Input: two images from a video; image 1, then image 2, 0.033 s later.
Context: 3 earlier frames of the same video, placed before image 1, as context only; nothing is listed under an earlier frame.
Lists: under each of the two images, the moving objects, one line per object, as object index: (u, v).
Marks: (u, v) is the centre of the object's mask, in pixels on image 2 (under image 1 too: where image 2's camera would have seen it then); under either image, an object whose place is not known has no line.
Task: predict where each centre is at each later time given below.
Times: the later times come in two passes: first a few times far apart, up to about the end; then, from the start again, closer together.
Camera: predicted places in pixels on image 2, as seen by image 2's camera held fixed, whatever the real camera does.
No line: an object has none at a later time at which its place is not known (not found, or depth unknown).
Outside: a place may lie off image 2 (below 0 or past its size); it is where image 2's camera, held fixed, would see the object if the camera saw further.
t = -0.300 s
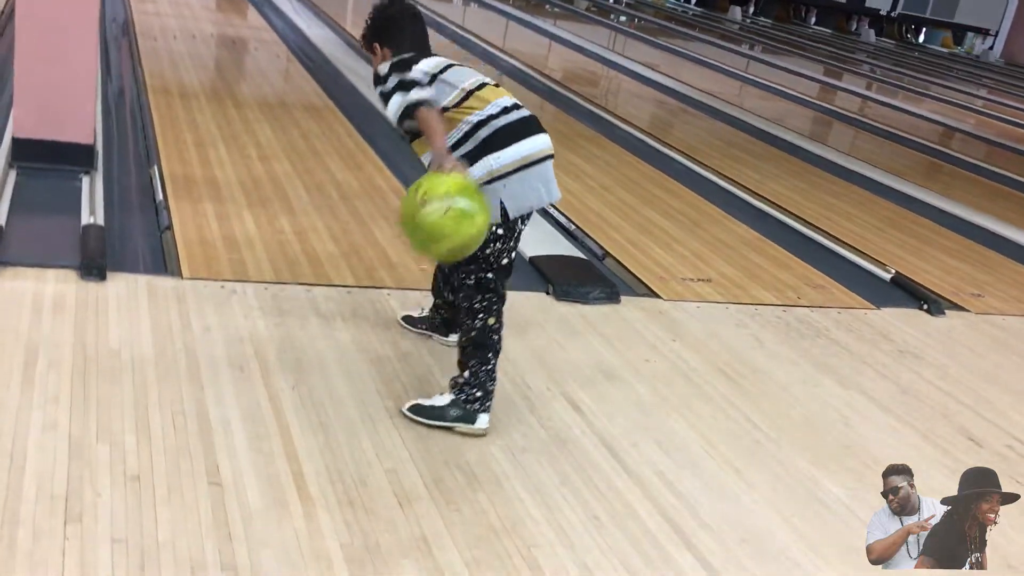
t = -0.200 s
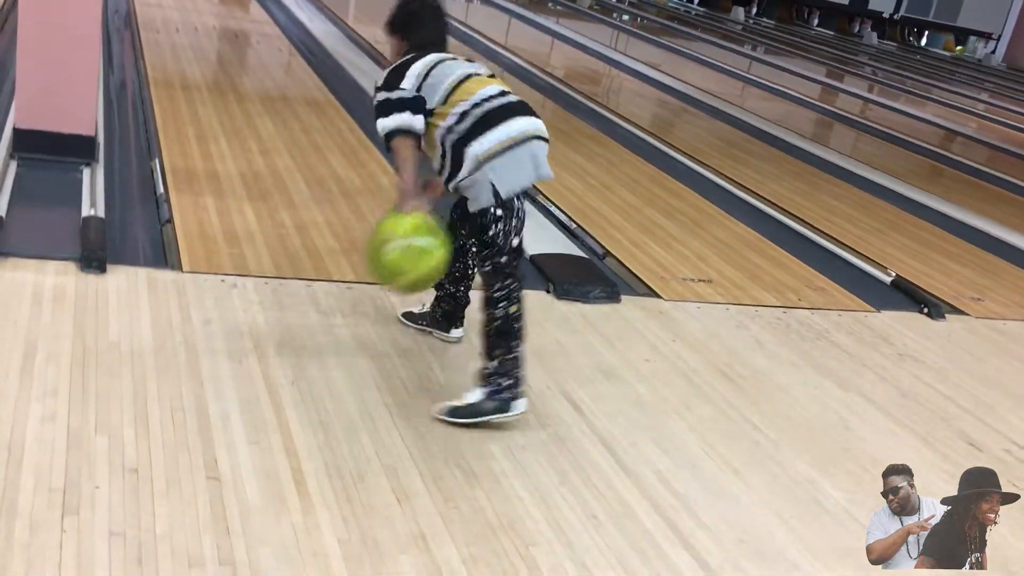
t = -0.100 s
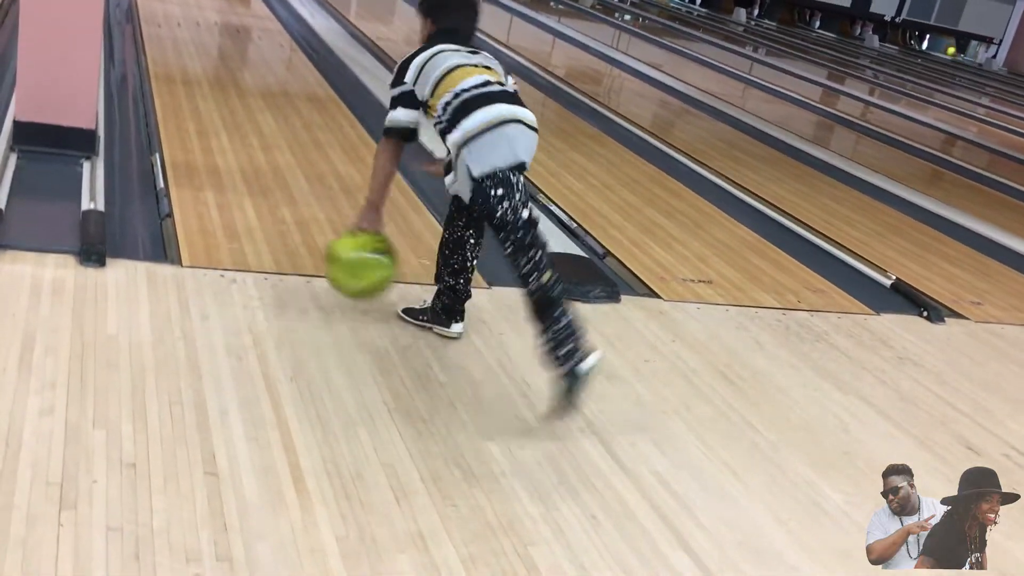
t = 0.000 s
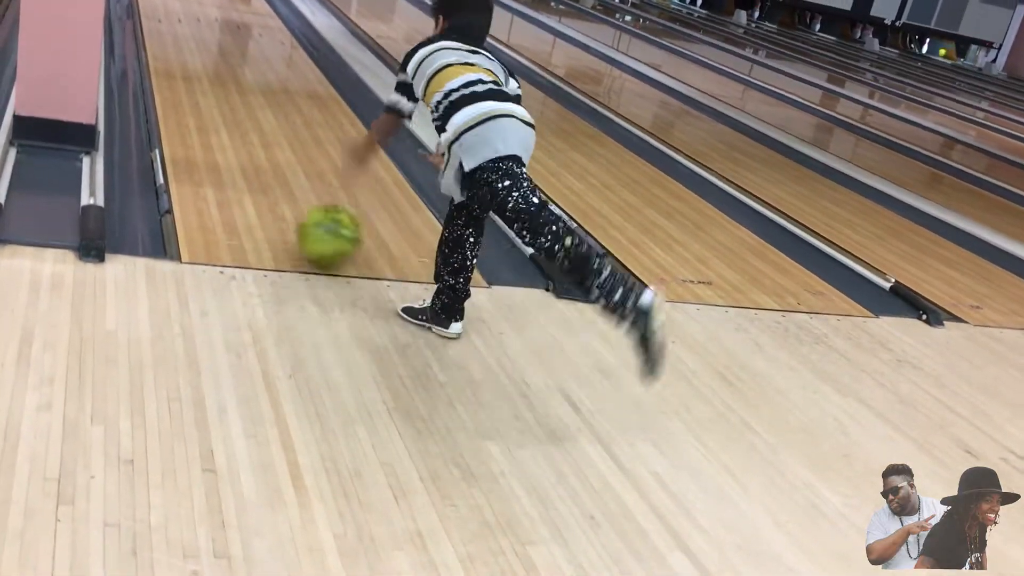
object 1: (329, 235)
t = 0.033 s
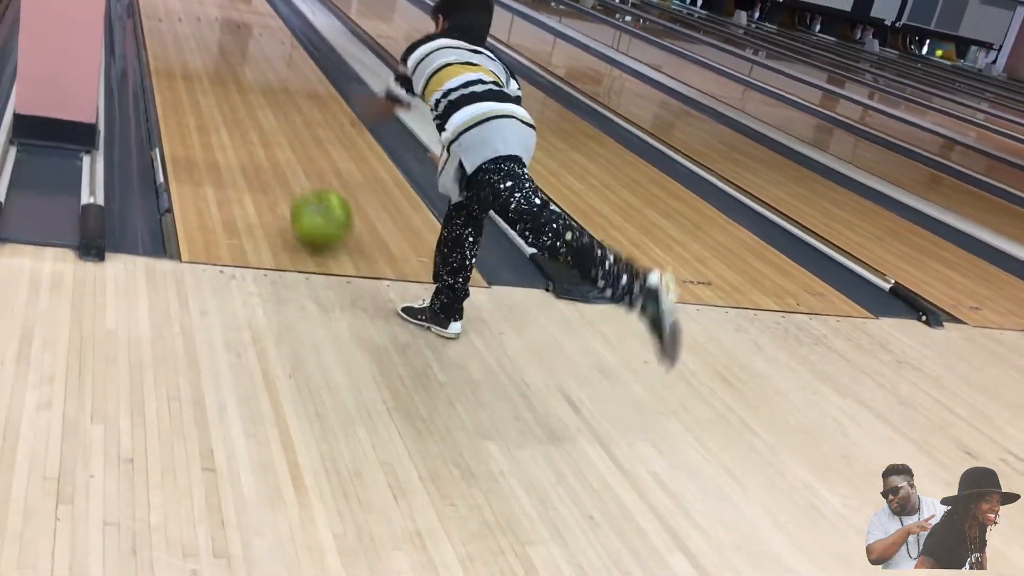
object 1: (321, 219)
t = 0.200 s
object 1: (292, 155)
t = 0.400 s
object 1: (270, 99)
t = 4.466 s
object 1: (185, -105)
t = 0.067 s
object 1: (314, 203)
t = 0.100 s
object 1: (308, 191)
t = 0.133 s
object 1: (302, 178)
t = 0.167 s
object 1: (297, 166)
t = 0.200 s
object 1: (292, 155)
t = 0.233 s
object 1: (288, 145)
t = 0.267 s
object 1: (284, 134)
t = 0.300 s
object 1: (280, 124)
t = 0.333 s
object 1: (276, 116)
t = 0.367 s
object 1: (273, 108)
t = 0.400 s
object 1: (270, 99)
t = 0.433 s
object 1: (267, 91)
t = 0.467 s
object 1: (263, 84)
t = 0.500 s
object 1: (261, 78)
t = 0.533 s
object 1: (259, 72)
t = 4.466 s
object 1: (185, -105)
